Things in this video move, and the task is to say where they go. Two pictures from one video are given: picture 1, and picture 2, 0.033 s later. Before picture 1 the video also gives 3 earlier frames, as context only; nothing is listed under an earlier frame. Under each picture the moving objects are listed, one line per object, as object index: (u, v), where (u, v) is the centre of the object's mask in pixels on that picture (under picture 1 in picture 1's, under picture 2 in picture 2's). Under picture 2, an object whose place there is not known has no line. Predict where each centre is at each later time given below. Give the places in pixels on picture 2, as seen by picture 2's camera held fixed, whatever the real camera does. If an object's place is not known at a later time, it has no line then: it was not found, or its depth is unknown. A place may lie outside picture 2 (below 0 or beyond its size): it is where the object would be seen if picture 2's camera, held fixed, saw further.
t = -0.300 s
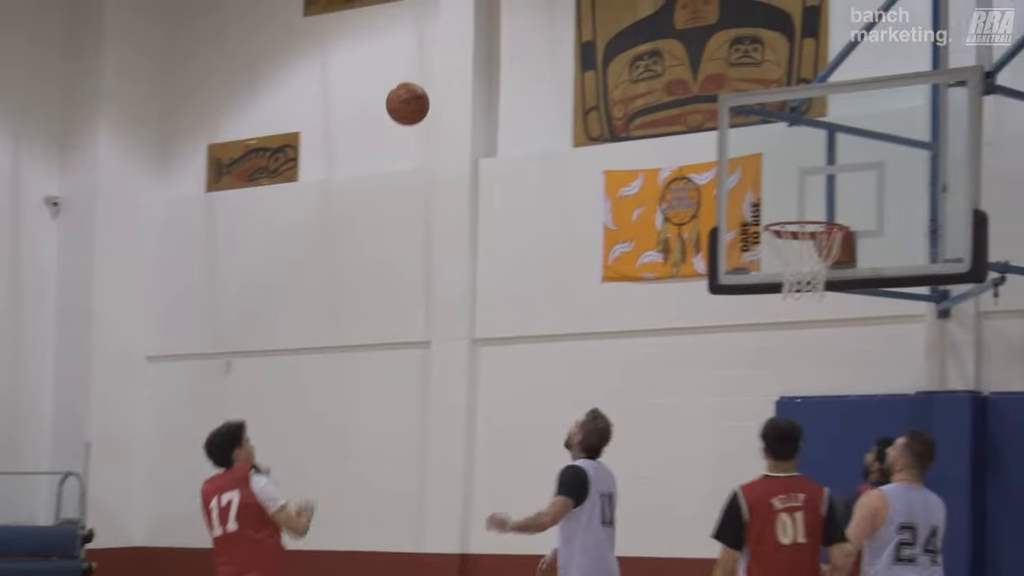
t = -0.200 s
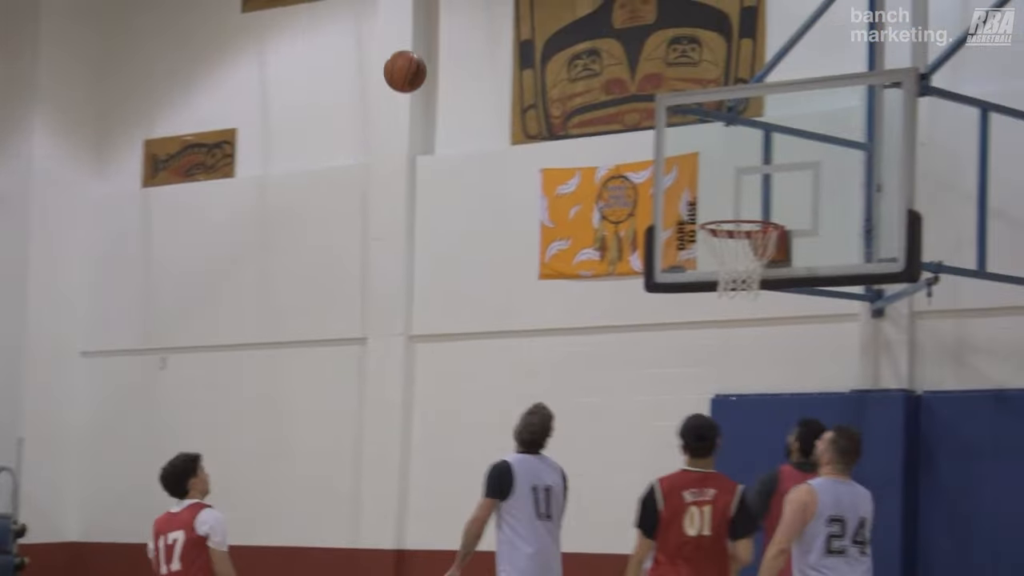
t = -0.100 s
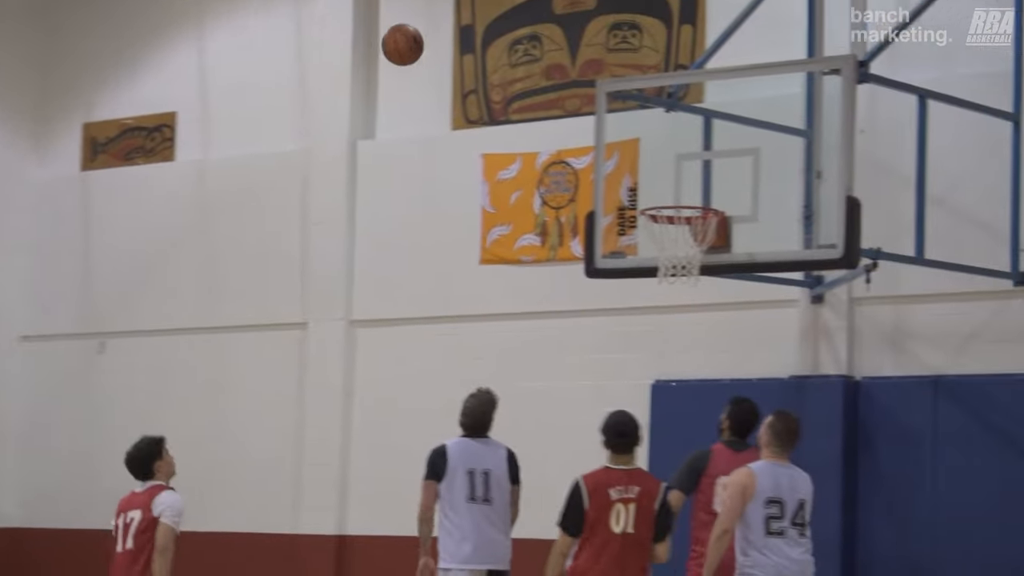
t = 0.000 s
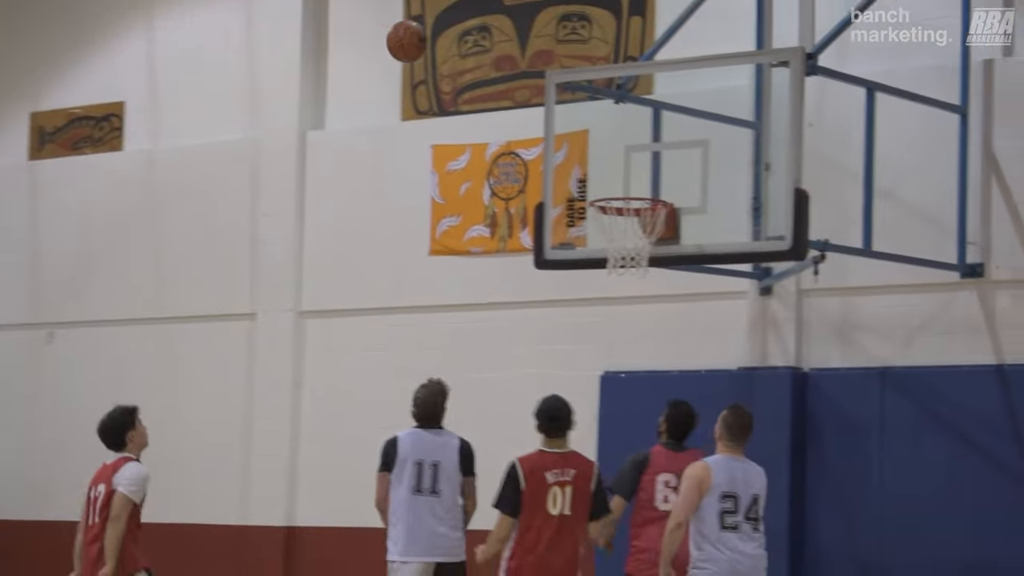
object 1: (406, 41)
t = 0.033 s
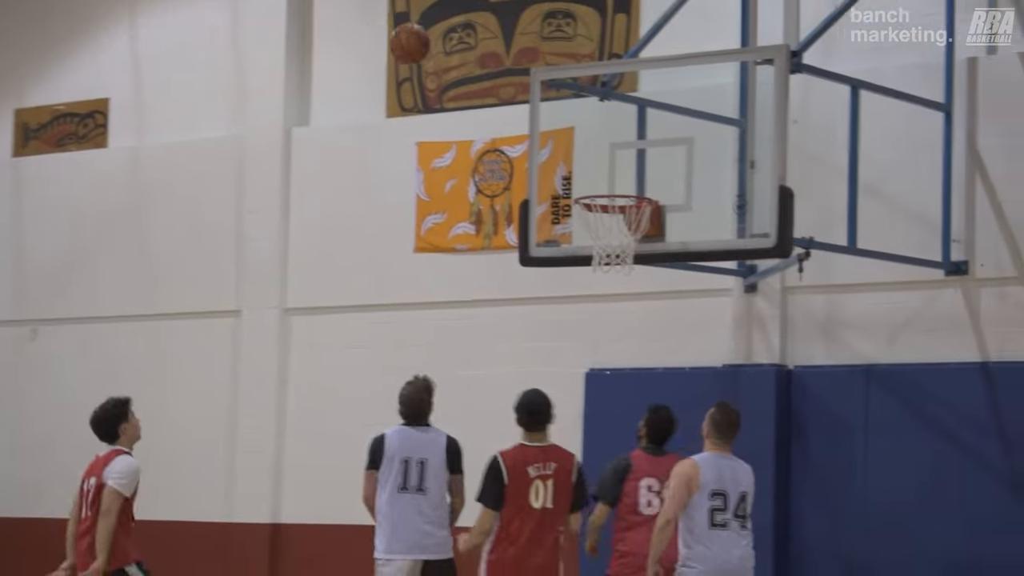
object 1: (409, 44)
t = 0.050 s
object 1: (418, 47)
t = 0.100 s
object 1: (441, 62)
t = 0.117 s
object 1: (452, 66)
